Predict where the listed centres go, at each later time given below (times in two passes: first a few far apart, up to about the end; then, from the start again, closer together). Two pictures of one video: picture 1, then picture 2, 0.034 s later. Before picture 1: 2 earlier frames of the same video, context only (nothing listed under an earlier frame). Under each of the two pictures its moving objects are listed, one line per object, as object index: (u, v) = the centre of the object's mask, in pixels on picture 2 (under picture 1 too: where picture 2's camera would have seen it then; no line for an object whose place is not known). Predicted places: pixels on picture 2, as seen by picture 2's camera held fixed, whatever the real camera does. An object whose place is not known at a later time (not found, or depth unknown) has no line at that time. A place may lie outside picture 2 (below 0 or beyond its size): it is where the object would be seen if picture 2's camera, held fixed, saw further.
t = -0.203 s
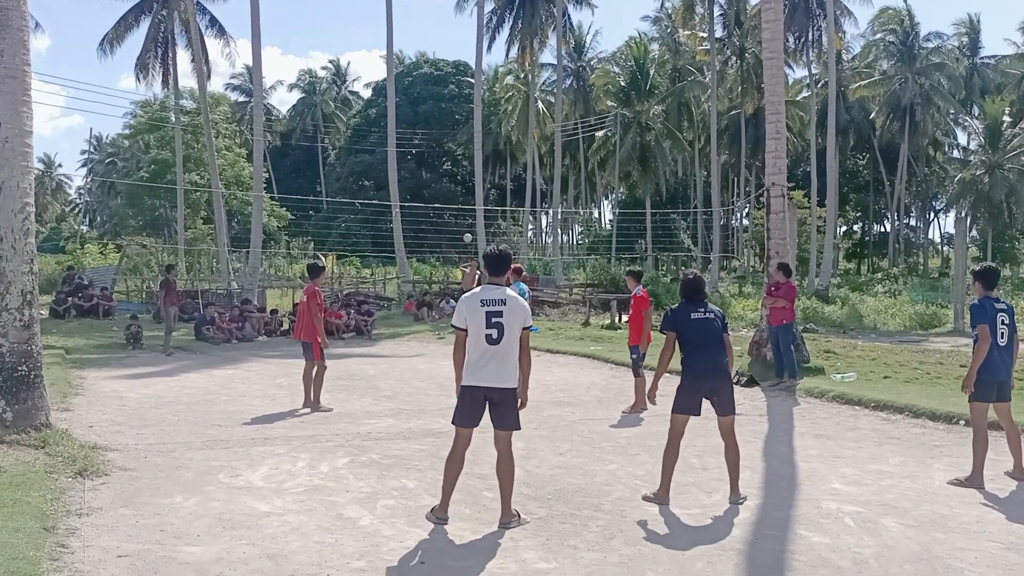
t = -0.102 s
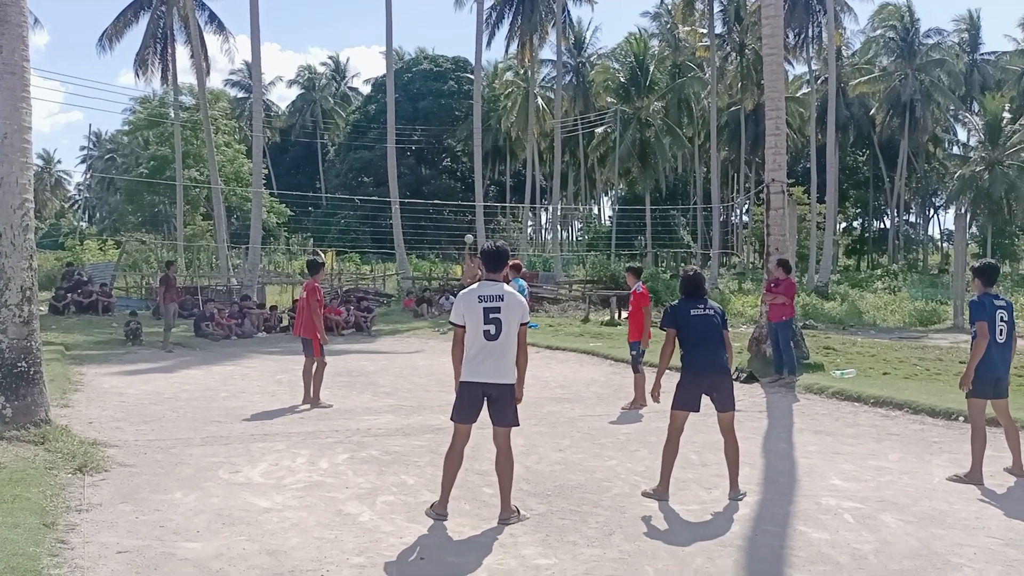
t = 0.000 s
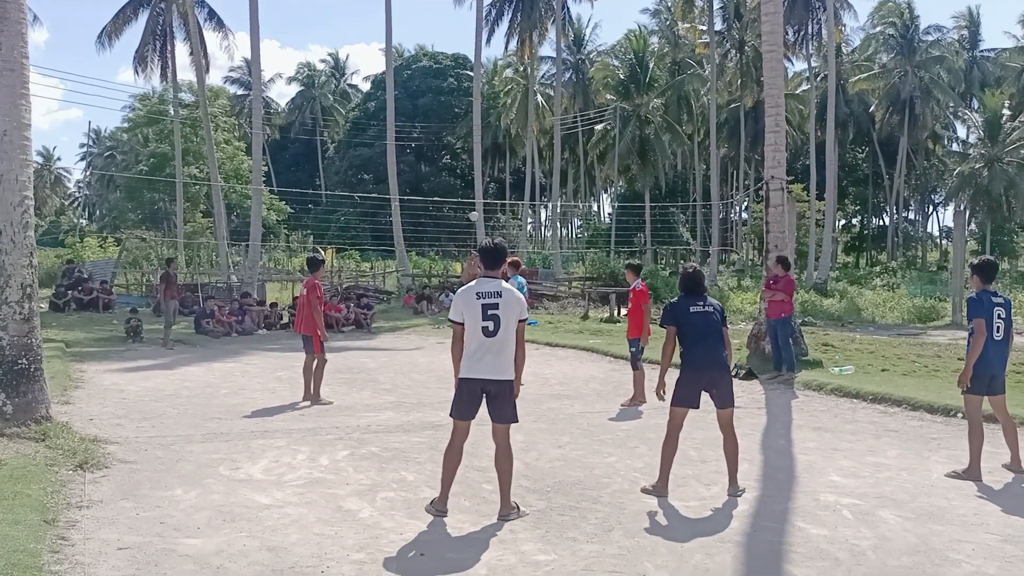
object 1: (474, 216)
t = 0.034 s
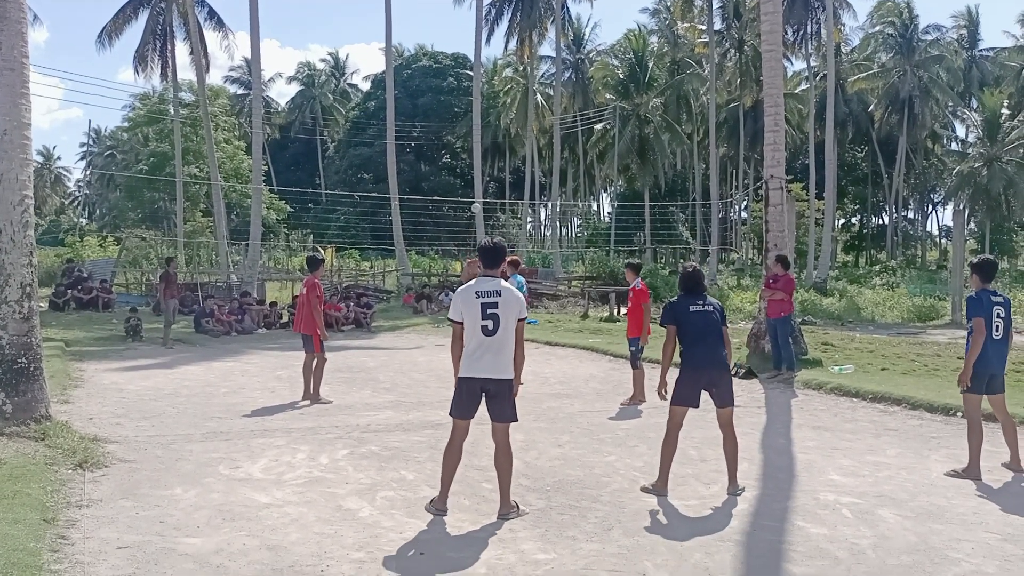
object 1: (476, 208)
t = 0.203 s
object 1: (487, 170)
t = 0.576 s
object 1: (497, 111)
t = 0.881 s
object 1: (501, 128)
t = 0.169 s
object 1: (485, 178)
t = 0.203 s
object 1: (487, 170)
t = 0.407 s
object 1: (495, 132)
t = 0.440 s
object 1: (495, 126)
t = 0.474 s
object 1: (496, 122)
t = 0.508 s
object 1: (496, 117)
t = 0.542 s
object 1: (496, 114)
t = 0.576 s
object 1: (497, 111)
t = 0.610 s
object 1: (497, 109)
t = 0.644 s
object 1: (497, 107)
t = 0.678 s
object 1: (497, 107)
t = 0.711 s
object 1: (497, 107)
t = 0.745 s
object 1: (498, 109)
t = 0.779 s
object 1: (498, 111)
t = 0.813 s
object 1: (499, 115)
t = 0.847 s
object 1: (500, 121)
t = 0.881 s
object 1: (501, 128)
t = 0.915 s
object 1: (502, 137)
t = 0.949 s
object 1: (503, 148)
